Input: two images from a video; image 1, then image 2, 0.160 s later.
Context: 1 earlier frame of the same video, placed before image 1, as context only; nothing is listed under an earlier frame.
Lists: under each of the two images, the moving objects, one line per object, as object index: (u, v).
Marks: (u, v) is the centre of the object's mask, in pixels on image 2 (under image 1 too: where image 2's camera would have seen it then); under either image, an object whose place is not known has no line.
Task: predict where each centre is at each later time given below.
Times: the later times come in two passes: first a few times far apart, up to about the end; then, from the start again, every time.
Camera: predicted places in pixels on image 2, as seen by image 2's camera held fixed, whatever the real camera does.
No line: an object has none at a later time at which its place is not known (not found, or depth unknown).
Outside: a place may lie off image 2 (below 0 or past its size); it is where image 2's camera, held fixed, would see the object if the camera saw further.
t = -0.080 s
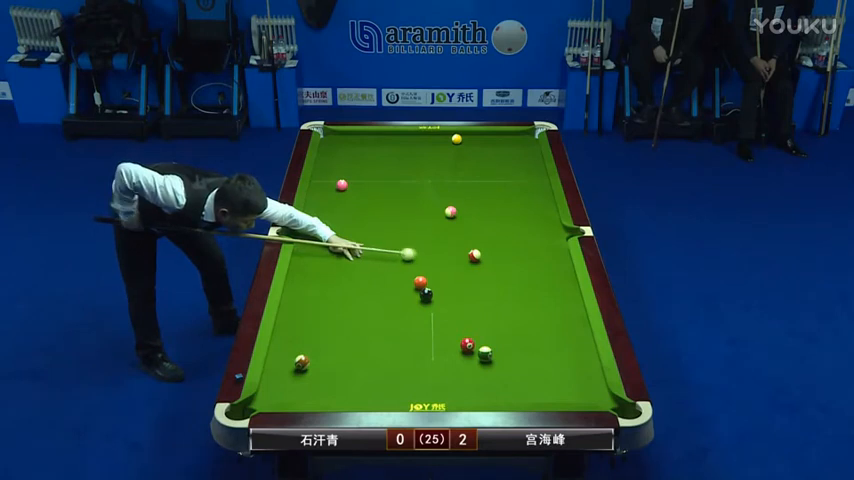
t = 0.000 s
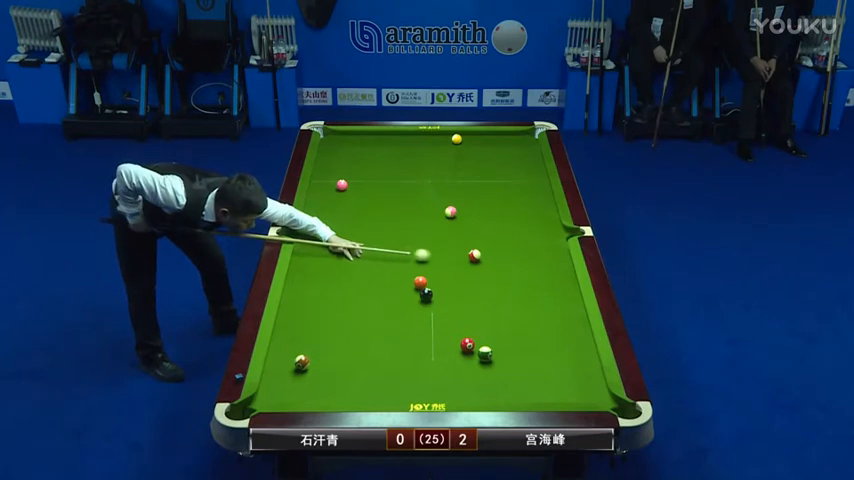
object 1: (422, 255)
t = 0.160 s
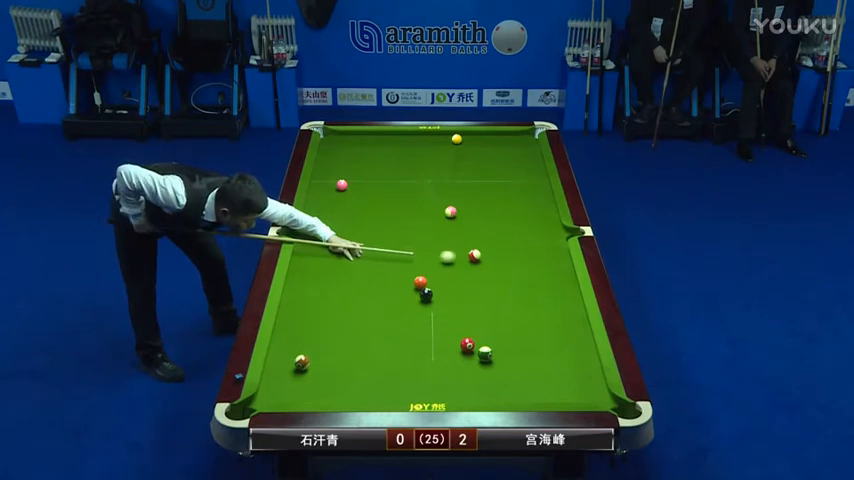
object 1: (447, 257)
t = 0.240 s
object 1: (460, 258)
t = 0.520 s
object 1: (481, 268)
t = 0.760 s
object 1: (498, 275)
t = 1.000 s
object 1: (514, 283)
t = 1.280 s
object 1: (532, 291)
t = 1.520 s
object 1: (548, 298)
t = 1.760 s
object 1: (562, 305)
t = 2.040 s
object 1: (578, 313)
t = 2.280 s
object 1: (575, 318)
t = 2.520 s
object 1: (570, 322)
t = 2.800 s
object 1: (565, 327)
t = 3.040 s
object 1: (561, 330)
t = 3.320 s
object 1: (557, 333)
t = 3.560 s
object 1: (554, 336)
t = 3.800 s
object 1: (551, 338)
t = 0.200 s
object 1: (453, 258)
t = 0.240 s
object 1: (460, 258)
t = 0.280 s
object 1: (464, 260)
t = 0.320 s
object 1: (467, 261)
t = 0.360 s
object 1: (469, 262)
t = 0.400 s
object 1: (472, 264)
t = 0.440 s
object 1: (475, 265)
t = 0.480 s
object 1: (478, 266)
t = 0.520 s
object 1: (481, 268)
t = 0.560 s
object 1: (483, 269)
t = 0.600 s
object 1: (487, 270)
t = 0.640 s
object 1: (489, 271)
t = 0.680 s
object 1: (492, 273)
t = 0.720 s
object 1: (495, 274)
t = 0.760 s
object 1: (498, 275)
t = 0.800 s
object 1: (500, 276)
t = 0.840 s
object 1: (503, 278)
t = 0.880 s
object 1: (506, 279)
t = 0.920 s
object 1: (509, 280)
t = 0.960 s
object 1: (511, 281)
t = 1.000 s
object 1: (514, 283)
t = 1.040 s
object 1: (517, 284)
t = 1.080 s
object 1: (519, 285)
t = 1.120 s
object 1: (522, 286)
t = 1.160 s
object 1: (525, 287)
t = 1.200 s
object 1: (527, 289)
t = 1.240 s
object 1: (530, 290)
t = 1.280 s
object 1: (532, 291)
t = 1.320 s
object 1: (535, 292)
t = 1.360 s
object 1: (538, 293)
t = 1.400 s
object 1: (540, 294)
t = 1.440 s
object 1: (543, 296)
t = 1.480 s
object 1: (545, 297)
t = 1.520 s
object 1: (548, 298)
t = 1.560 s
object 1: (550, 299)
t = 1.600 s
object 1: (552, 300)
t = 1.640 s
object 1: (555, 302)
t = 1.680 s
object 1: (557, 303)
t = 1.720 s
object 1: (560, 304)
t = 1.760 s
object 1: (562, 305)
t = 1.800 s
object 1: (564, 306)
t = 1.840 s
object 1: (567, 307)
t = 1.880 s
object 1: (569, 308)
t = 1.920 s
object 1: (572, 309)
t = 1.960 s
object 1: (574, 310)
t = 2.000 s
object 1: (576, 312)
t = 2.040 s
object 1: (578, 313)
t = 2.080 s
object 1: (580, 314)
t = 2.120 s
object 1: (579, 314)
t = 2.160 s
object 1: (578, 315)
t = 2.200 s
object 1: (577, 316)
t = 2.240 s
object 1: (576, 317)
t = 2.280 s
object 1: (575, 318)
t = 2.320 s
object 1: (574, 319)
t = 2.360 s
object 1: (573, 319)
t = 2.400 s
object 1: (572, 320)
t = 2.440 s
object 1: (571, 321)
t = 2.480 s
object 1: (571, 322)
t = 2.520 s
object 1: (570, 322)
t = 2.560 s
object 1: (569, 323)
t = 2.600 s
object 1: (568, 324)
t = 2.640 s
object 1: (568, 324)
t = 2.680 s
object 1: (567, 325)
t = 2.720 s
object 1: (566, 326)
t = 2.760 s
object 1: (565, 326)
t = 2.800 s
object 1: (565, 327)
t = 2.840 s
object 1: (564, 327)
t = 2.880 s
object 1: (563, 328)
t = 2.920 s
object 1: (563, 328)
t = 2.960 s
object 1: (562, 329)
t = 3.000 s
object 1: (561, 329)
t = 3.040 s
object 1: (561, 330)
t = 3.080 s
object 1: (560, 330)
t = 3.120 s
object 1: (560, 331)
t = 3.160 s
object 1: (559, 332)
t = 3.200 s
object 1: (558, 332)
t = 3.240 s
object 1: (558, 333)
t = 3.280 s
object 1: (557, 333)
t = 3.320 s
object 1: (557, 333)
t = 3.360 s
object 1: (556, 334)
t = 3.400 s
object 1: (555, 334)
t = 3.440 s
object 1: (555, 335)
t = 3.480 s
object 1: (555, 335)
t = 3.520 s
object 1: (554, 335)
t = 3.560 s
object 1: (554, 336)
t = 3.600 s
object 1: (553, 336)
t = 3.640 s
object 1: (553, 337)
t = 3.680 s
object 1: (553, 337)
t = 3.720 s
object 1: (552, 337)
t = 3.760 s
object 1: (552, 337)
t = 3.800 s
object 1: (551, 338)
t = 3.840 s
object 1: (551, 338)
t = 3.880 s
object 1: (551, 338)
